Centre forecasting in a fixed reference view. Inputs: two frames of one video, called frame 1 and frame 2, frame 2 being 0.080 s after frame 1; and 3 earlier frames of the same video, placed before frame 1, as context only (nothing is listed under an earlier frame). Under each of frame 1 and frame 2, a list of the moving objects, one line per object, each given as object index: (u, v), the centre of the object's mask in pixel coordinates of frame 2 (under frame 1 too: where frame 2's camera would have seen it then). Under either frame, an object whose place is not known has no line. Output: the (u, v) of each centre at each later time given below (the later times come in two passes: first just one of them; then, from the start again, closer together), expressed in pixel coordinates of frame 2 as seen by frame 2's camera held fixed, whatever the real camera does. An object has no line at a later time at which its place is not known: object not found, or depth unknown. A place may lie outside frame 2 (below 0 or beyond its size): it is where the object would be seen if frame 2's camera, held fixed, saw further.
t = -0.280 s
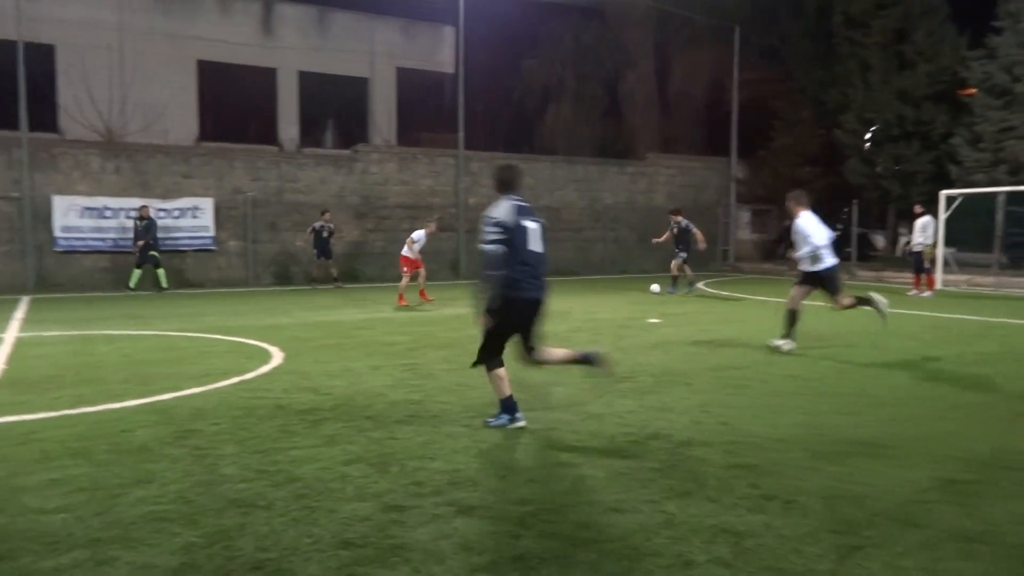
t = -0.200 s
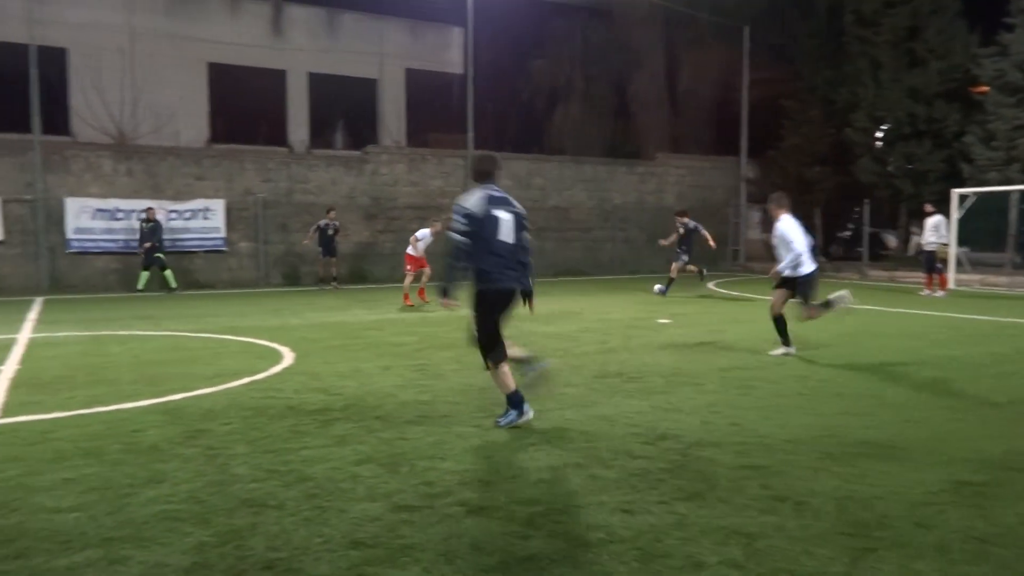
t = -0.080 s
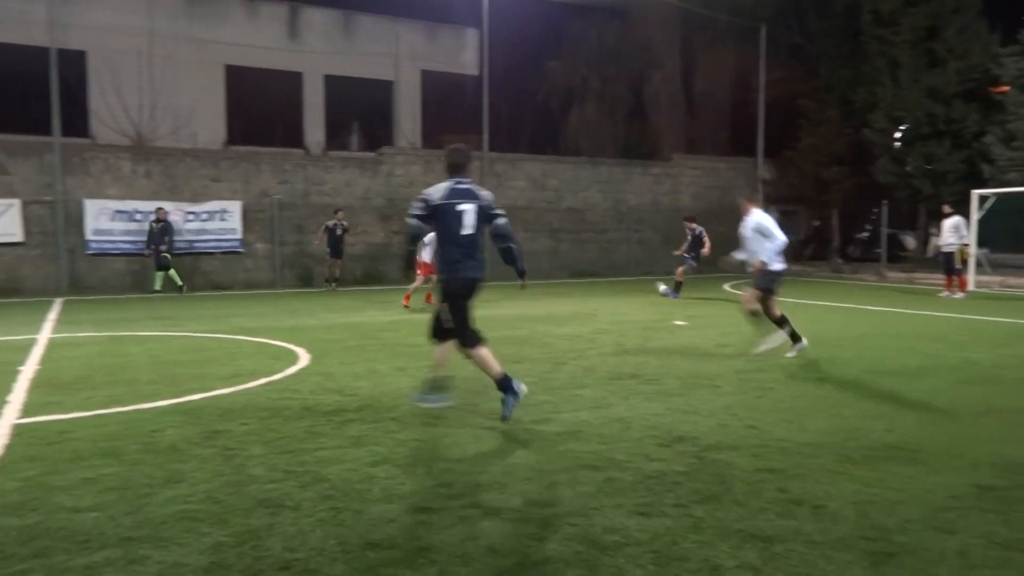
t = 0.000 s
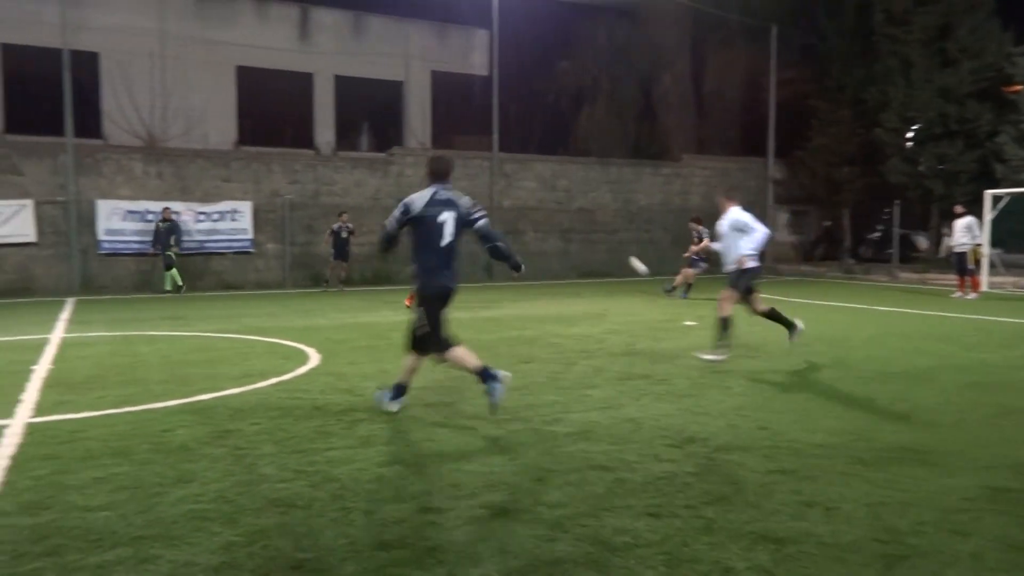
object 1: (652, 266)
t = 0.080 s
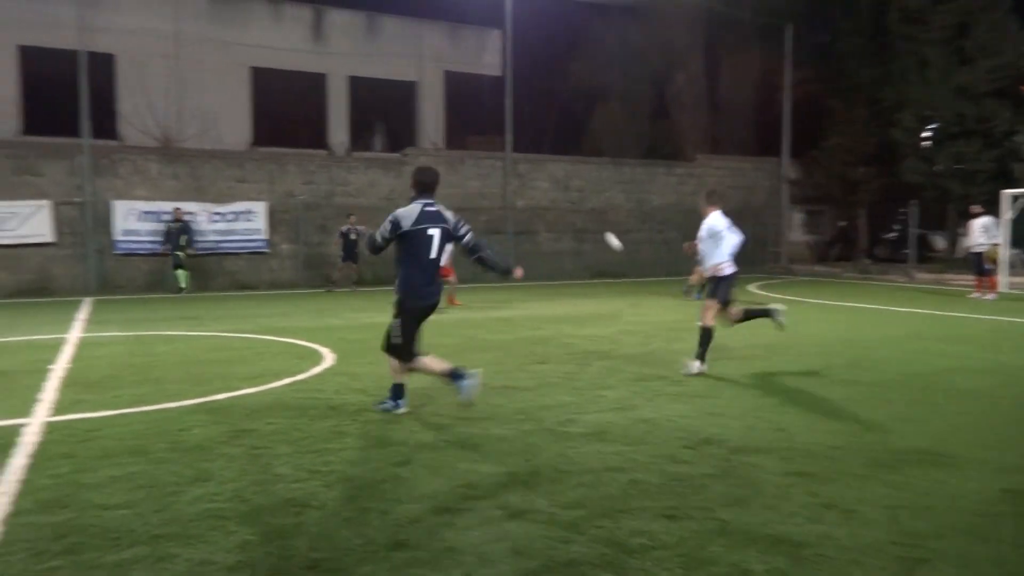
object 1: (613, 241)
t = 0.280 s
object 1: (517, 186)
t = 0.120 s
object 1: (595, 230)
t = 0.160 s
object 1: (577, 218)
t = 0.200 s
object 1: (559, 207)
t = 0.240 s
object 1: (537, 196)
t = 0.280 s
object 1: (517, 186)
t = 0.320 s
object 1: (495, 175)
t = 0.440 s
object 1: (425, 147)
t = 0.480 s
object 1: (401, 140)
